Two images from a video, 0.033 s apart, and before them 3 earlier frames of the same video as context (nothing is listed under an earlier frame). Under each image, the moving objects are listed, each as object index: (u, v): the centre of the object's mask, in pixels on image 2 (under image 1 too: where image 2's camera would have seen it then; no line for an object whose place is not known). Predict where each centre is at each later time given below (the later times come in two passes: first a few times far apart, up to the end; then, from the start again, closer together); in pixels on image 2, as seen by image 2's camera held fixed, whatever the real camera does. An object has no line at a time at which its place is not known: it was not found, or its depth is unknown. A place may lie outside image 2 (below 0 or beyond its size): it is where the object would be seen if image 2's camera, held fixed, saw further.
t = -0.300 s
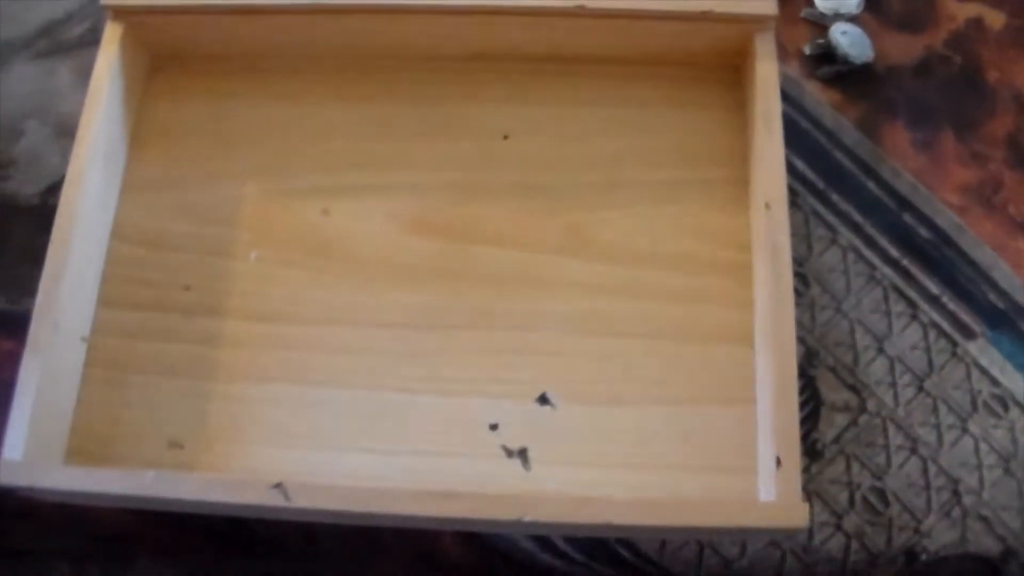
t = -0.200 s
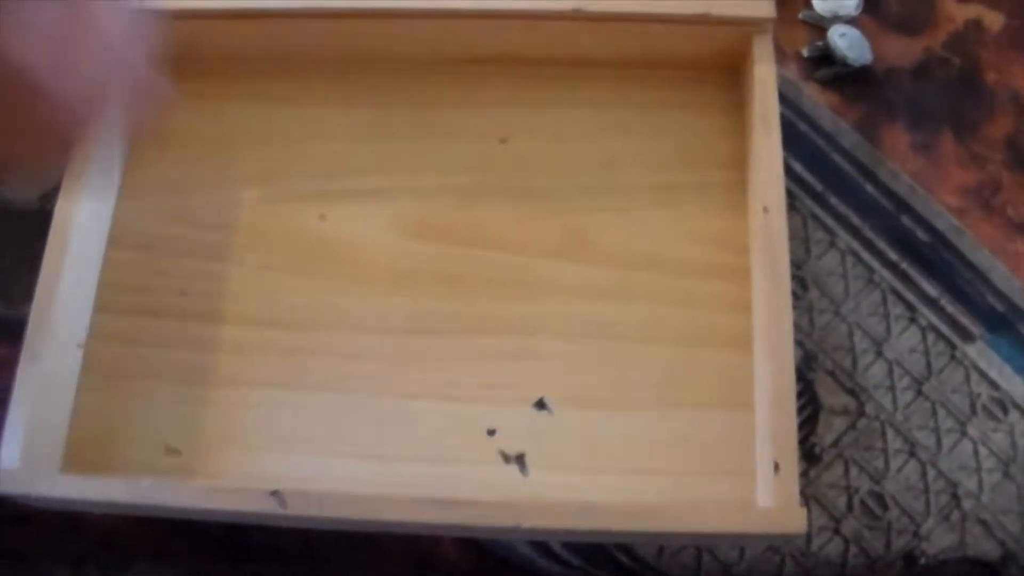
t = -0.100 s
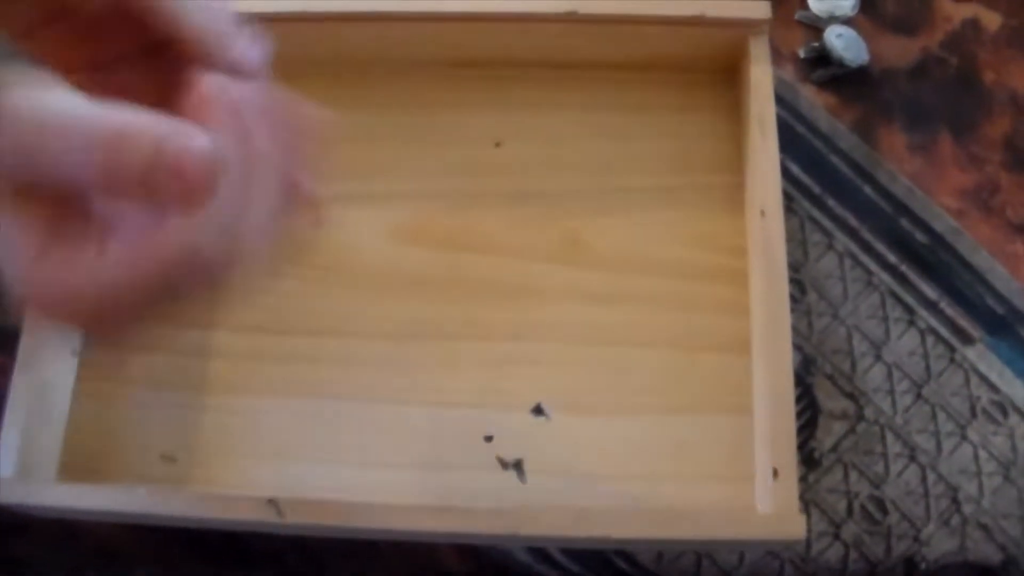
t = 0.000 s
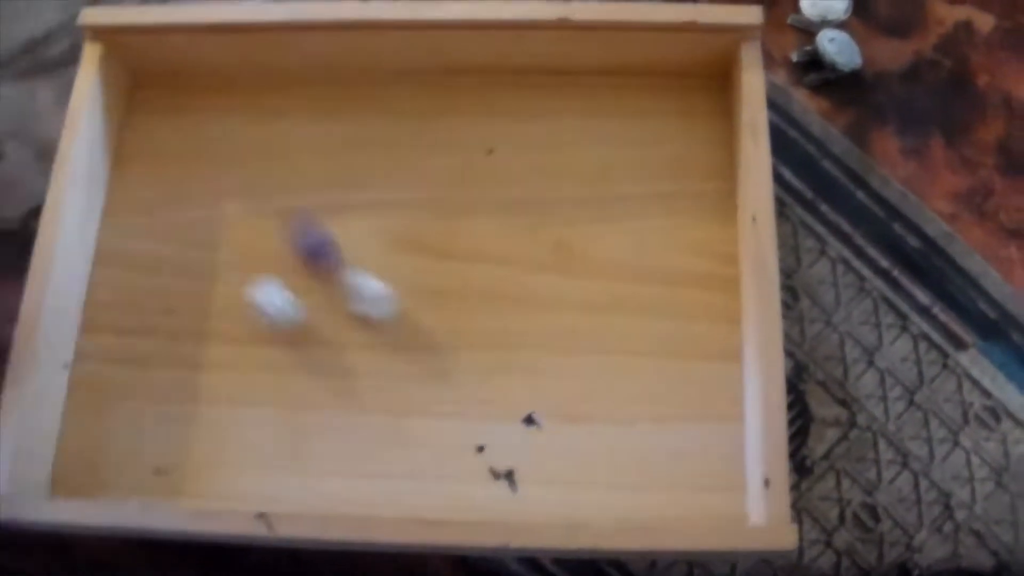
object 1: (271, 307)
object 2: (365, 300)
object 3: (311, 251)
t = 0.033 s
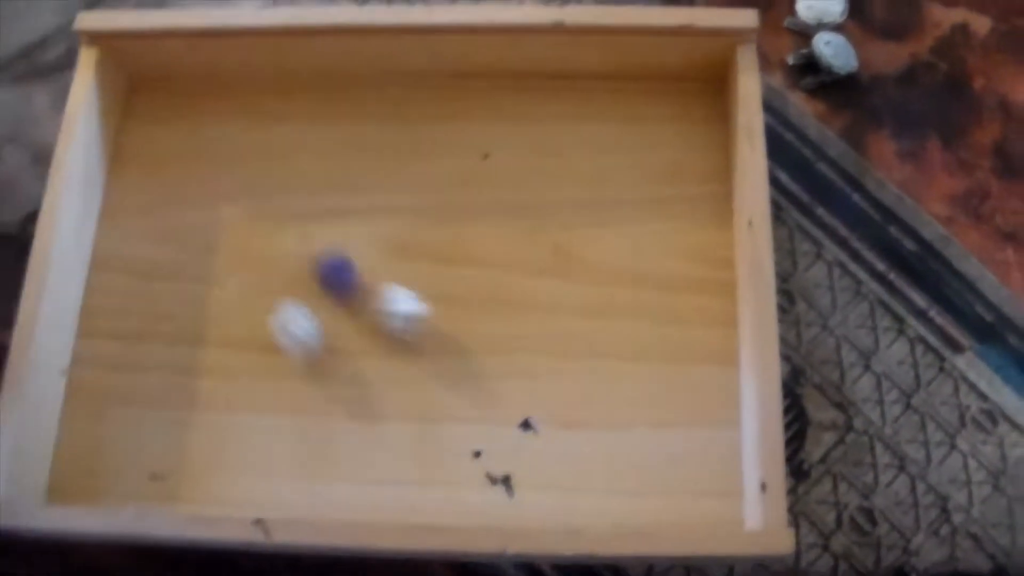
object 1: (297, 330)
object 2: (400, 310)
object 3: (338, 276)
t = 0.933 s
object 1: (530, 478)
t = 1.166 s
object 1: (530, 478)
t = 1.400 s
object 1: (529, 479)
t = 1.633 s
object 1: (529, 479)
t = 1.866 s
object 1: (528, 478)
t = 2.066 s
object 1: (528, 478)
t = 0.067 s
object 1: (325, 347)
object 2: (431, 317)
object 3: (362, 296)
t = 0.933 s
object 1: (530, 478)
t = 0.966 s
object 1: (530, 478)
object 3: (535, 432)
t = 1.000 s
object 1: (530, 478)
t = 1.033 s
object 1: (530, 477)
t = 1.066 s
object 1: (530, 478)
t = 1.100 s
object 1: (530, 478)
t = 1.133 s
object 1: (530, 478)
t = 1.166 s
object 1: (530, 478)
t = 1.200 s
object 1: (530, 478)
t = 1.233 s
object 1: (530, 478)
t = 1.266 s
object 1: (529, 478)
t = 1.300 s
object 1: (529, 478)
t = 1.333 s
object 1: (529, 479)
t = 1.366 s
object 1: (529, 479)
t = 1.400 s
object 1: (529, 479)
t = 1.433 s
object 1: (529, 479)
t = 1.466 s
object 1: (529, 479)
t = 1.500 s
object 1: (529, 478)
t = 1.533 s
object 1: (529, 478)
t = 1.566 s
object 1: (529, 479)
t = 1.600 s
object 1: (529, 478)
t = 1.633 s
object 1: (529, 479)
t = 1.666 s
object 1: (527, 479)
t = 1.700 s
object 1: (527, 478)
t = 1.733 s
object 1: (528, 478)
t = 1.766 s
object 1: (528, 478)
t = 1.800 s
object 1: (527, 477)
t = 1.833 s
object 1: (528, 478)
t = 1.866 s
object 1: (528, 478)
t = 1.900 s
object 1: (528, 477)
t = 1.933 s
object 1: (528, 477)
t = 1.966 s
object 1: (528, 478)
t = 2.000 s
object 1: (528, 478)
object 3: (533, 431)
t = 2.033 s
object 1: (528, 478)
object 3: (533, 431)
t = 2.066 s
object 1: (528, 478)
